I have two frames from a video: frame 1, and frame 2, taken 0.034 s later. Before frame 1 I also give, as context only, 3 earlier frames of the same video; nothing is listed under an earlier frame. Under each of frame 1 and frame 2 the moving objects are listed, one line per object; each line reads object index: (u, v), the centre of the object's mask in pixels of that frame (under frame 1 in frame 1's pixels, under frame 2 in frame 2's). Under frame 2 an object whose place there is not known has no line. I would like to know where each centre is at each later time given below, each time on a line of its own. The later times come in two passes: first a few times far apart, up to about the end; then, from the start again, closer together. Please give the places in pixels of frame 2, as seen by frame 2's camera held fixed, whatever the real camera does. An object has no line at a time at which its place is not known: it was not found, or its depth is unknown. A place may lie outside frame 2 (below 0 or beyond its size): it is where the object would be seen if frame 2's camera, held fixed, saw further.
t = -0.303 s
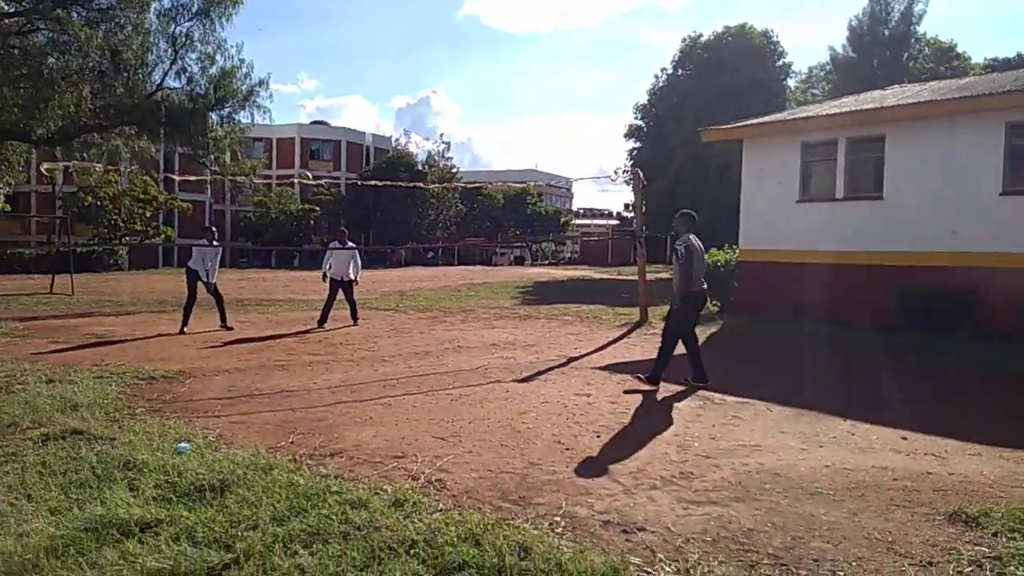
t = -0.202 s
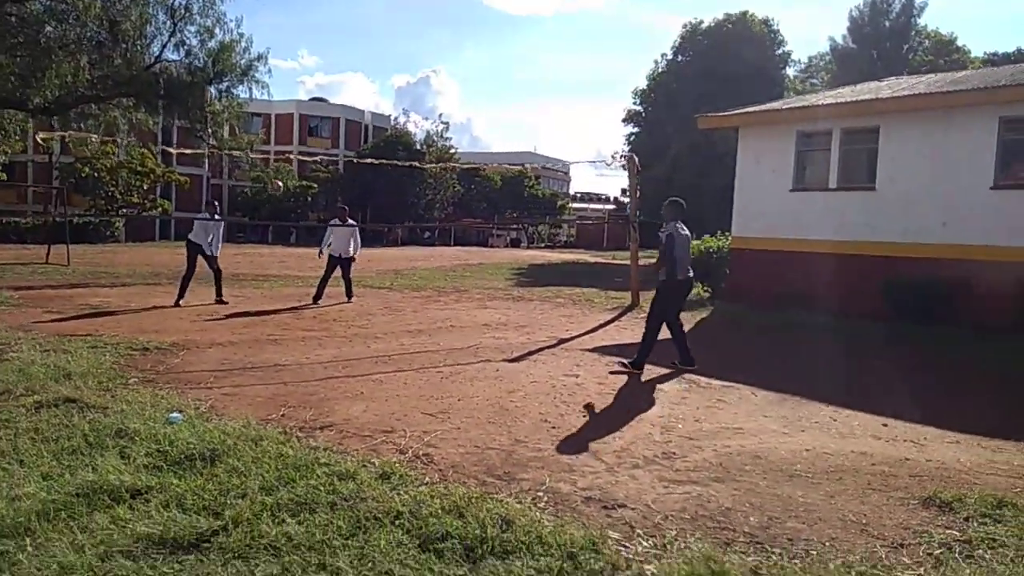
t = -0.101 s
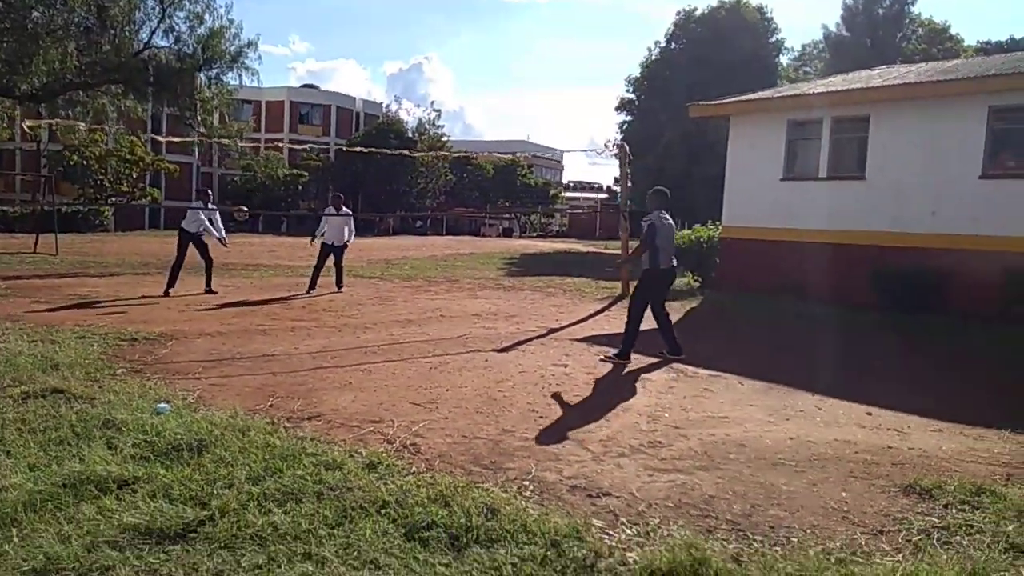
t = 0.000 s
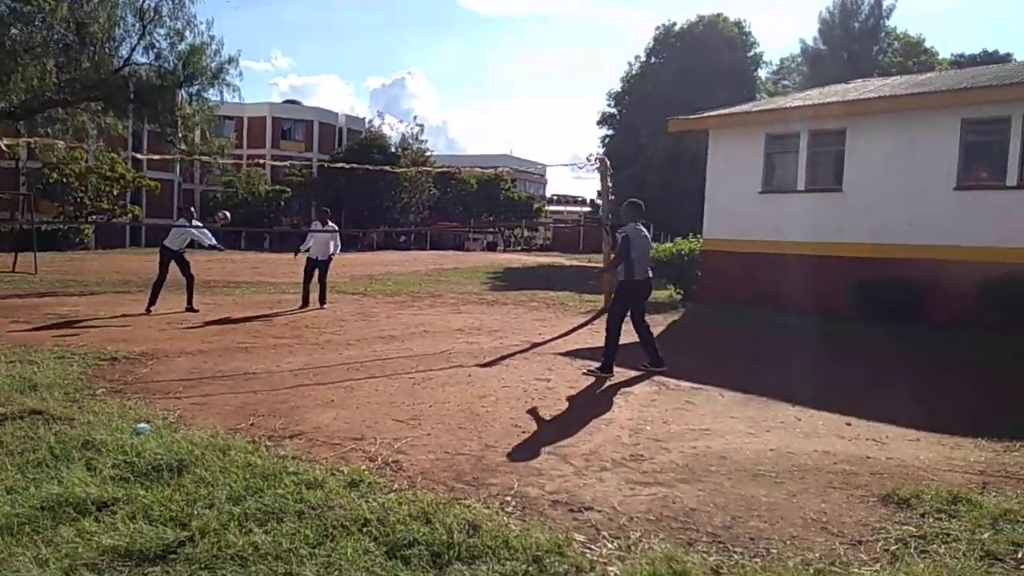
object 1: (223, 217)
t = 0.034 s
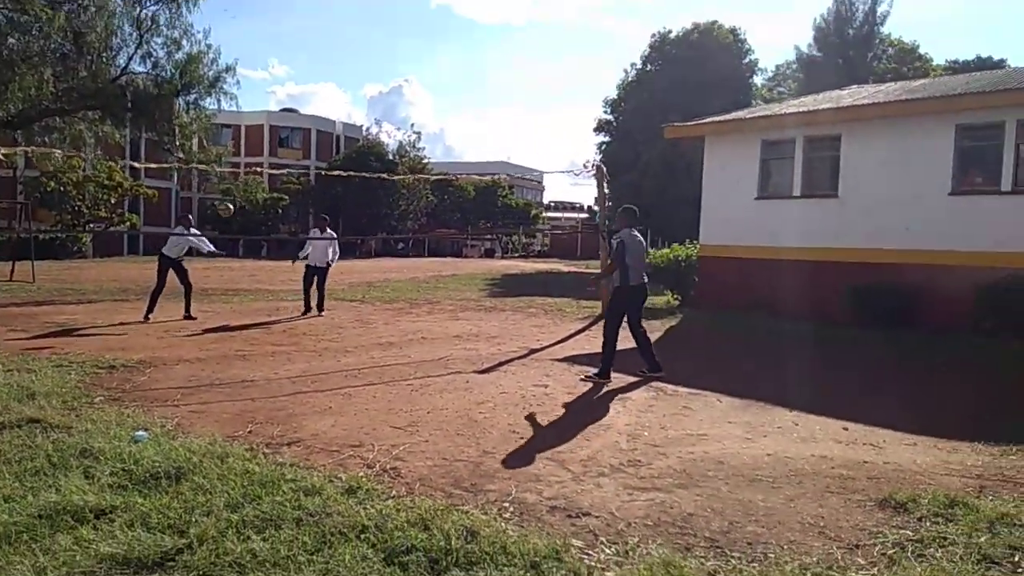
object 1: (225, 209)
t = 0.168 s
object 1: (246, 153)
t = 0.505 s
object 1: (299, 62)
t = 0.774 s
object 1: (343, 44)
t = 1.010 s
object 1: (382, 72)
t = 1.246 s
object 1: (420, 142)
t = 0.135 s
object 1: (241, 165)
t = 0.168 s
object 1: (246, 153)
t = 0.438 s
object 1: (288, 75)
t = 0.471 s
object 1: (294, 68)
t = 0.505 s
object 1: (299, 62)
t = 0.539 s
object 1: (304, 57)
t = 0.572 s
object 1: (309, 53)
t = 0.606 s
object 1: (315, 50)
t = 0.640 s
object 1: (320, 47)
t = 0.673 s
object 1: (326, 45)
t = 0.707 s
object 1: (331, 44)
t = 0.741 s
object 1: (337, 44)
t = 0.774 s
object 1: (343, 44)
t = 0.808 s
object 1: (349, 46)
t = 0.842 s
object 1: (354, 48)
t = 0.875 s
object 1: (360, 51)
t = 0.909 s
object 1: (365, 55)
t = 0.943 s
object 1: (371, 60)
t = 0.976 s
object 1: (377, 65)
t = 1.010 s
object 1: (382, 72)
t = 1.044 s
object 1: (388, 79)
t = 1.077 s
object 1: (394, 87)
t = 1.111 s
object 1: (399, 96)
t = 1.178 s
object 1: (409, 118)
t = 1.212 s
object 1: (415, 129)
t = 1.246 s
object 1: (420, 142)
